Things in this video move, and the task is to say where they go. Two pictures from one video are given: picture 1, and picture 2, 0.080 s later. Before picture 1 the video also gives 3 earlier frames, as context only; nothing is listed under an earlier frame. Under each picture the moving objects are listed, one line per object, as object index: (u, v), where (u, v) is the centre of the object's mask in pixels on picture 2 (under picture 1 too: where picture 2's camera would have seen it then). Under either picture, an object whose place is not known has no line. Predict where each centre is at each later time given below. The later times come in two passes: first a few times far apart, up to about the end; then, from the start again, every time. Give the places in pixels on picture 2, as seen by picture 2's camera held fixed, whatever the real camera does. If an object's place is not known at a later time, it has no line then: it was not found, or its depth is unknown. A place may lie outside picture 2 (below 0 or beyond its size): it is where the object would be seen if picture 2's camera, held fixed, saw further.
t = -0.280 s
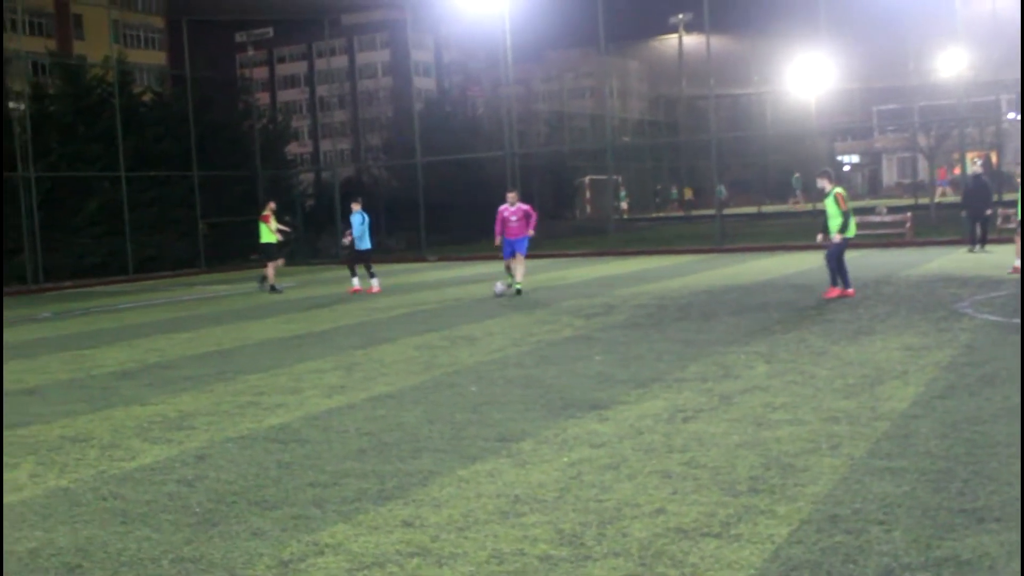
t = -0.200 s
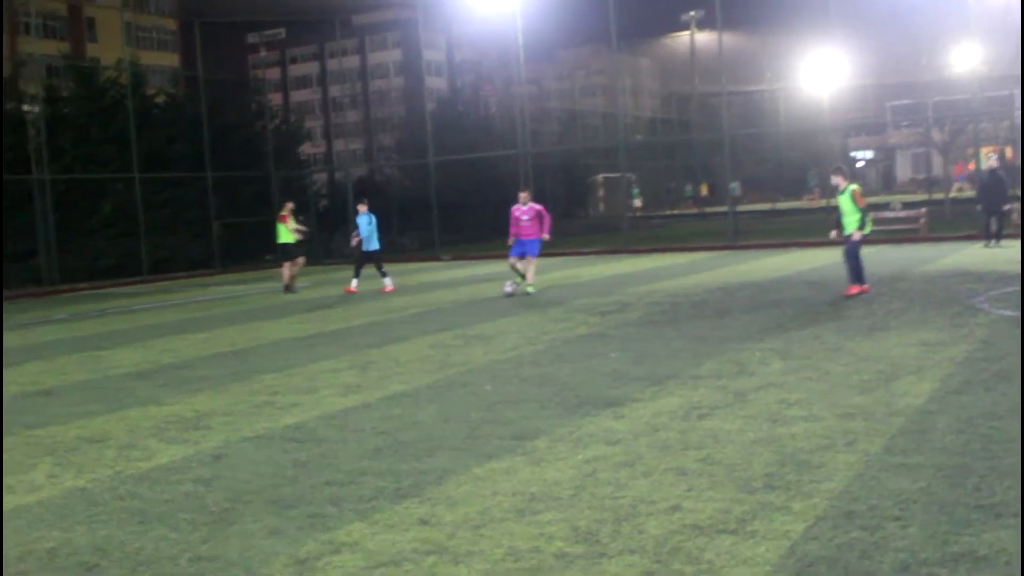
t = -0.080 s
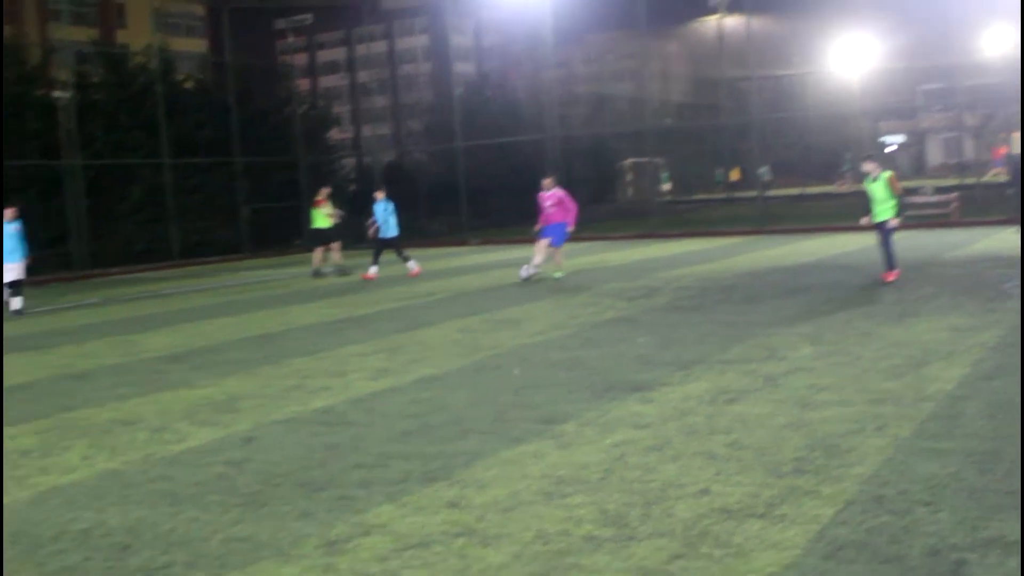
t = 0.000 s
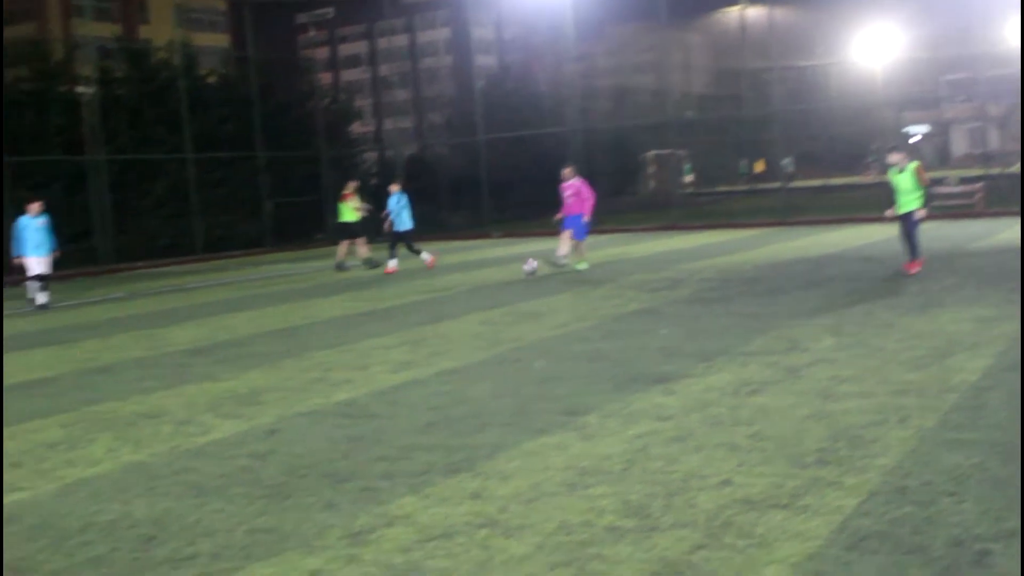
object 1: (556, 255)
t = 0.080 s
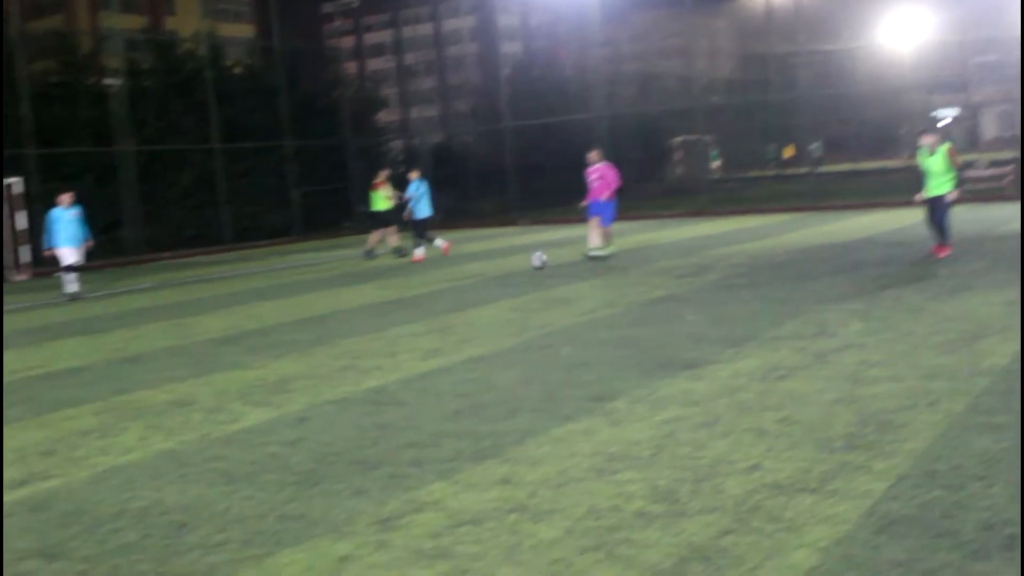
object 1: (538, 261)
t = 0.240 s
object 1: (501, 290)
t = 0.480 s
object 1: (434, 313)
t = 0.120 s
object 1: (529, 266)
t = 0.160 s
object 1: (520, 273)
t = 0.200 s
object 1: (510, 283)
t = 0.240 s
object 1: (501, 290)
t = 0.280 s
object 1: (493, 291)
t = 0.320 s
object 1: (480, 290)
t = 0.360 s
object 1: (470, 292)
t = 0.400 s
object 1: (458, 297)
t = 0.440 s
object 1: (446, 304)
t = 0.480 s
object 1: (434, 313)
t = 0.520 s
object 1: (421, 324)
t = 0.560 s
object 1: (408, 336)
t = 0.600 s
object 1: (397, 332)
